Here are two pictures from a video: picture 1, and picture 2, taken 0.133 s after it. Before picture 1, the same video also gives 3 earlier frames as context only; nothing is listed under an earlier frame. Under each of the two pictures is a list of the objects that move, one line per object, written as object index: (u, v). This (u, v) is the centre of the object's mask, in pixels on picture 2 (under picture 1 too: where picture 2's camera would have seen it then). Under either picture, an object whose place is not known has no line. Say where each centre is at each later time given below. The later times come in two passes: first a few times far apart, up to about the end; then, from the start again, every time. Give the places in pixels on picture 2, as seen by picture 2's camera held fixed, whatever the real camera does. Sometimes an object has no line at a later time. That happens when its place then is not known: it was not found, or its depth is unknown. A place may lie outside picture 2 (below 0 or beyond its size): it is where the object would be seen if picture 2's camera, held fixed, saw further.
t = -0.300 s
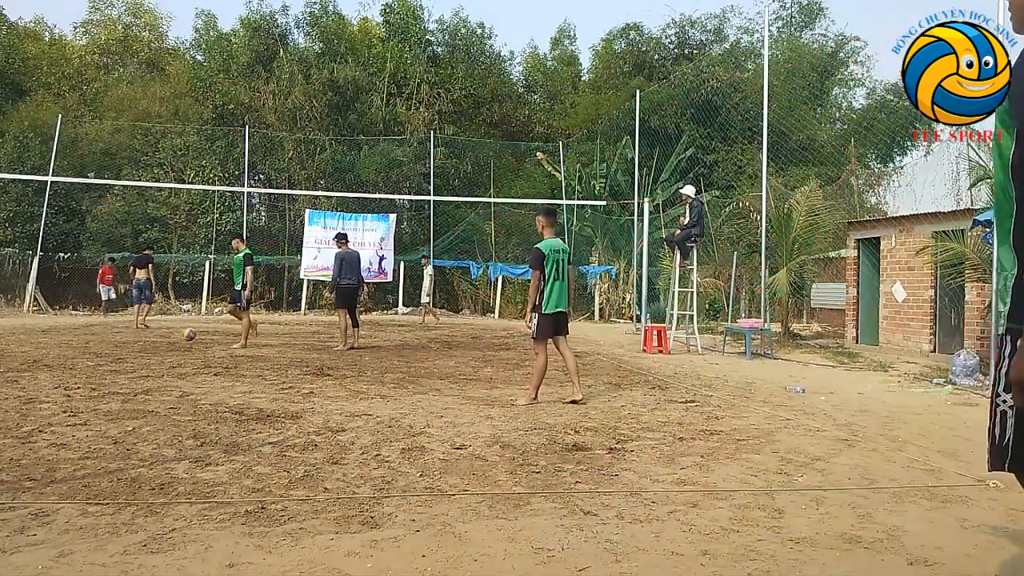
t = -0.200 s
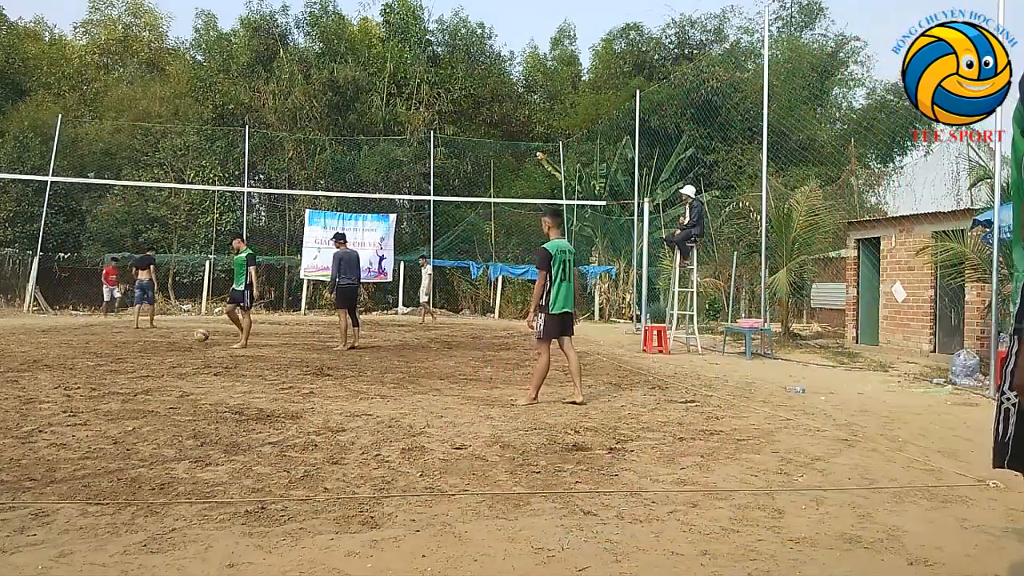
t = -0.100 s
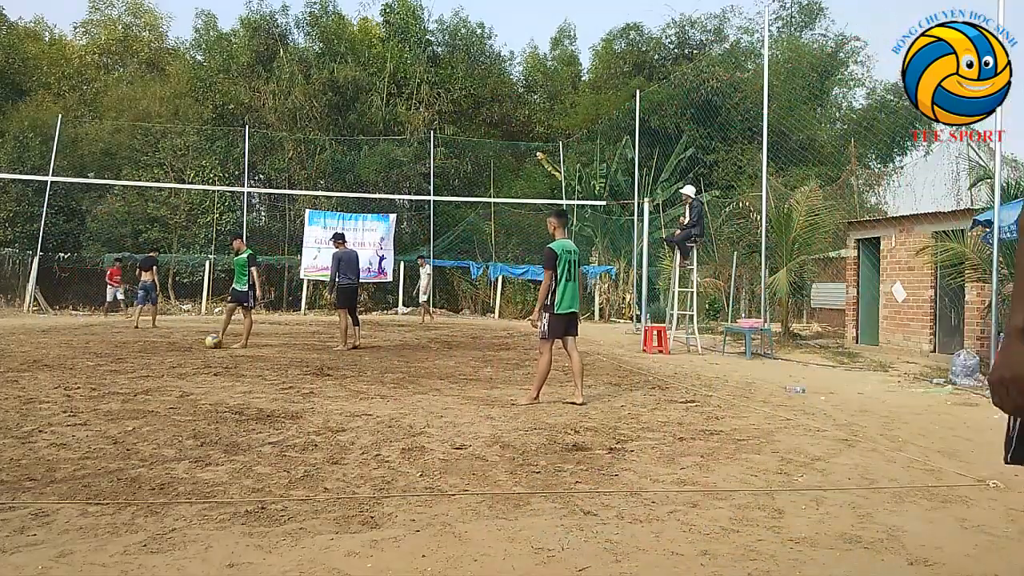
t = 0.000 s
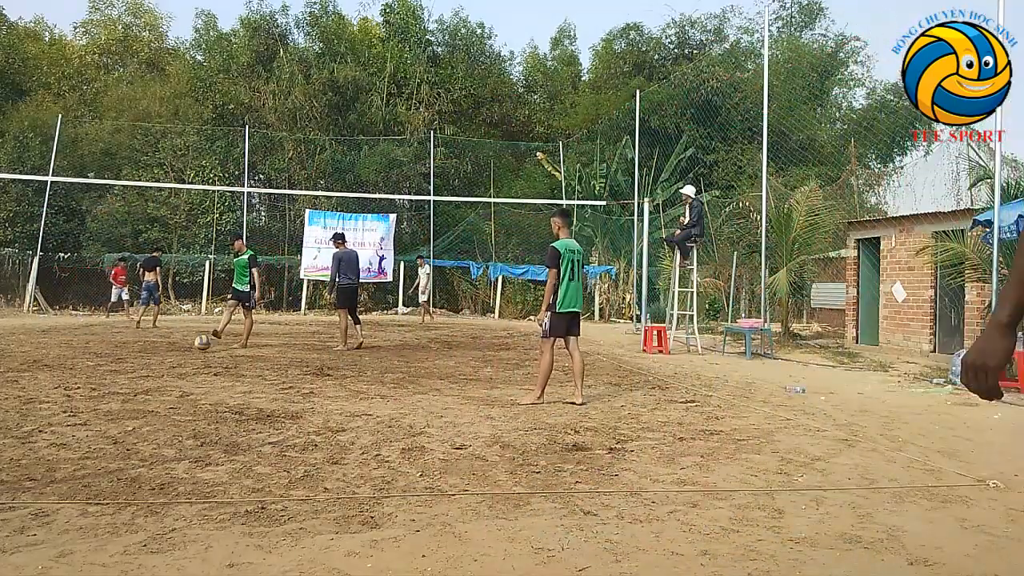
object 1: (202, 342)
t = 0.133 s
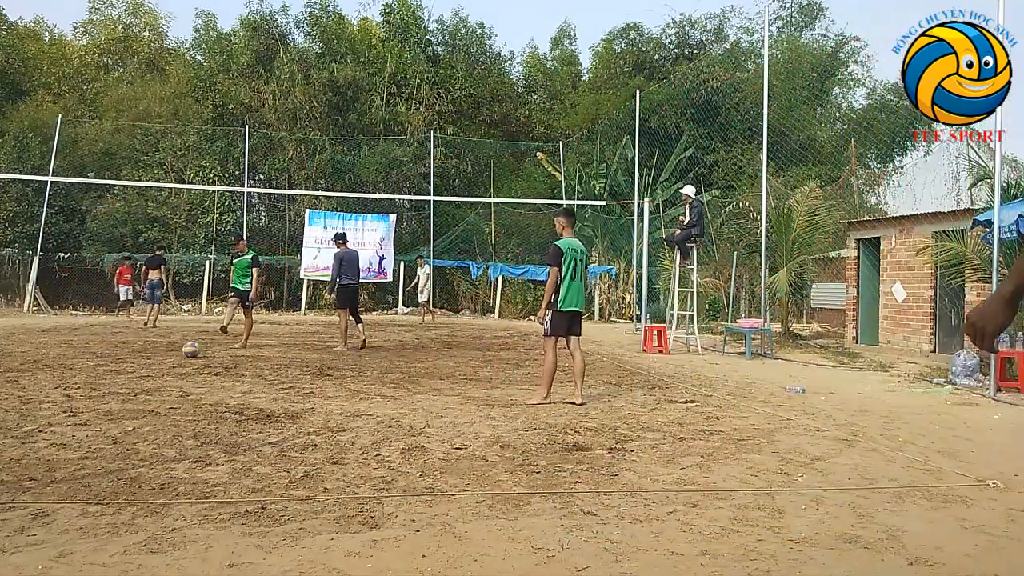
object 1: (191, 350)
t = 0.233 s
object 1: (188, 349)
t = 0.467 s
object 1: (182, 358)
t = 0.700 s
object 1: (179, 358)
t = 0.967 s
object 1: (179, 369)
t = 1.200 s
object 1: (181, 395)
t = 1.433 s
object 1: (181, 404)
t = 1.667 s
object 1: (192, 438)
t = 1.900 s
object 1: (208, 465)
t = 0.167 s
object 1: (190, 349)
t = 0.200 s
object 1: (189, 349)
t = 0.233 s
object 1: (188, 349)
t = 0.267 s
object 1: (188, 351)
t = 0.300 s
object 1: (187, 353)
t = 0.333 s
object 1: (186, 355)
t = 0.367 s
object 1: (186, 355)
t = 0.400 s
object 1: (185, 354)
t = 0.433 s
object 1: (183, 356)
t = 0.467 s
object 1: (182, 358)
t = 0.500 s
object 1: (182, 362)
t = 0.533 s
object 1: (181, 362)
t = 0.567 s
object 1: (181, 360)
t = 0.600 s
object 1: (180, 358)
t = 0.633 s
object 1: (180, 357)
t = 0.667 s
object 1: (180, 357)
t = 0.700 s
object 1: (179, 358)
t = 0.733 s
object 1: (179, 361)
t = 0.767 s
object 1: (179, 364)
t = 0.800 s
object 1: (179, 369)
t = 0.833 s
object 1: (178, 376)
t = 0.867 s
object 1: (178, 376)
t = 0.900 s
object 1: (179, 372)
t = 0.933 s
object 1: (179, 370)
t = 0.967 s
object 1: (179, 369)
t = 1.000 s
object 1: (179, 369)
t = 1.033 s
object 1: (180, 370)
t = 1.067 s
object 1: (179, 374)
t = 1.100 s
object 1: (180, 377)
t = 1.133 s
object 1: (180, 384)
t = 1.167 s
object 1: (181, 392)
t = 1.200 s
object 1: (181, 395)
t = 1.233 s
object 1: (180, 395)
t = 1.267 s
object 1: (180, 395)
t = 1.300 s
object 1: (180, 398)
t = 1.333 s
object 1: (180, 403)
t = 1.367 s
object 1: (180, 404)
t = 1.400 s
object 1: (180, 403)
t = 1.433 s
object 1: (181, 404)
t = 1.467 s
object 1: (182, 408)
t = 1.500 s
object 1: (183, 414)
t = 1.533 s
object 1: (185, 422)
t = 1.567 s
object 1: (186, 426)
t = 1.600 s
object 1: (188, 430)
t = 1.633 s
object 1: (190, 435)
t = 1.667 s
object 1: (192, 438)
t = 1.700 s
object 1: (195, 438)
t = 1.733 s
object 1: (196, 439)
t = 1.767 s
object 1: (199, 442)
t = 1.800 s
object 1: (201, 449)
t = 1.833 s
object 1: (204, 459)
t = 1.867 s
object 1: (206, 467)
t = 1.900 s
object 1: (208, 465)
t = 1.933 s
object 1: (210, 466)
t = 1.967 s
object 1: (213, 469)
